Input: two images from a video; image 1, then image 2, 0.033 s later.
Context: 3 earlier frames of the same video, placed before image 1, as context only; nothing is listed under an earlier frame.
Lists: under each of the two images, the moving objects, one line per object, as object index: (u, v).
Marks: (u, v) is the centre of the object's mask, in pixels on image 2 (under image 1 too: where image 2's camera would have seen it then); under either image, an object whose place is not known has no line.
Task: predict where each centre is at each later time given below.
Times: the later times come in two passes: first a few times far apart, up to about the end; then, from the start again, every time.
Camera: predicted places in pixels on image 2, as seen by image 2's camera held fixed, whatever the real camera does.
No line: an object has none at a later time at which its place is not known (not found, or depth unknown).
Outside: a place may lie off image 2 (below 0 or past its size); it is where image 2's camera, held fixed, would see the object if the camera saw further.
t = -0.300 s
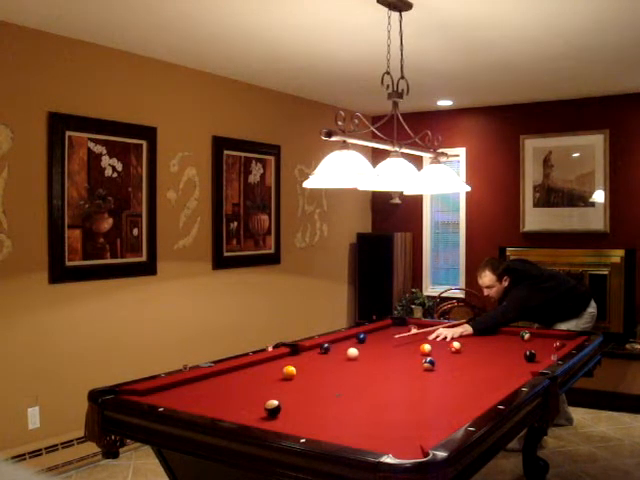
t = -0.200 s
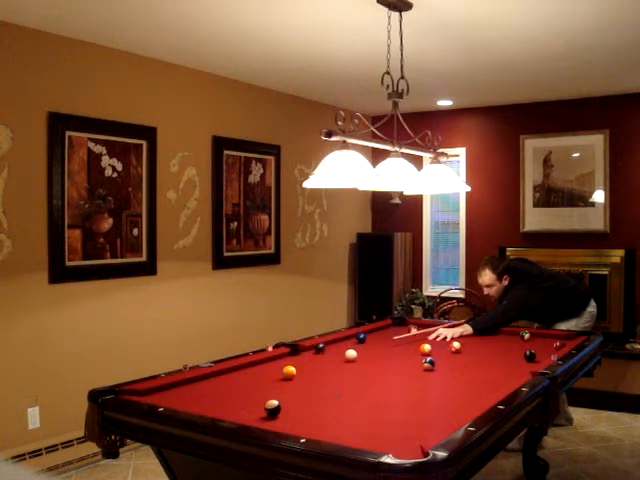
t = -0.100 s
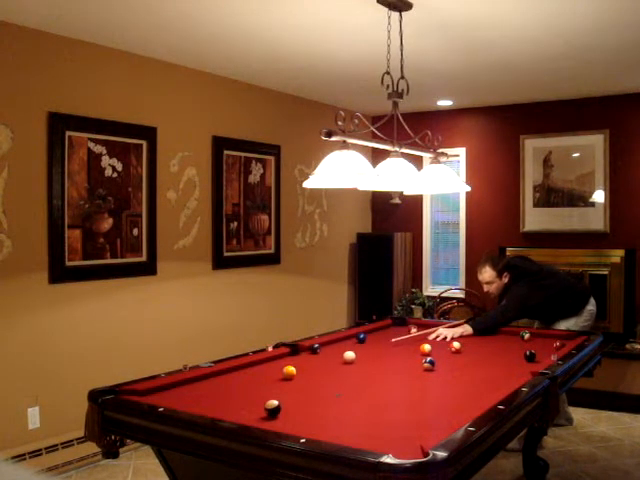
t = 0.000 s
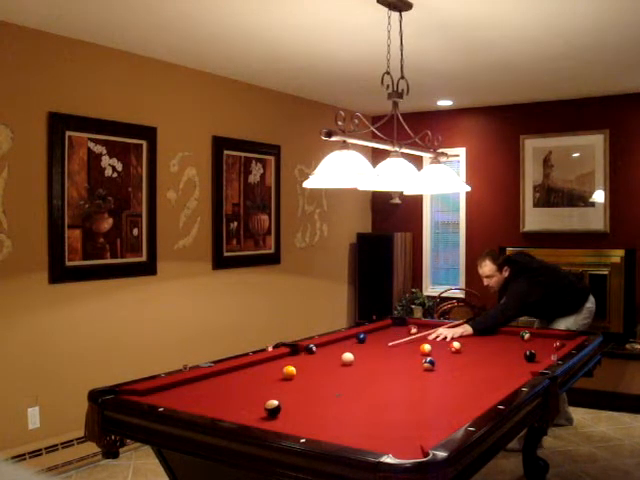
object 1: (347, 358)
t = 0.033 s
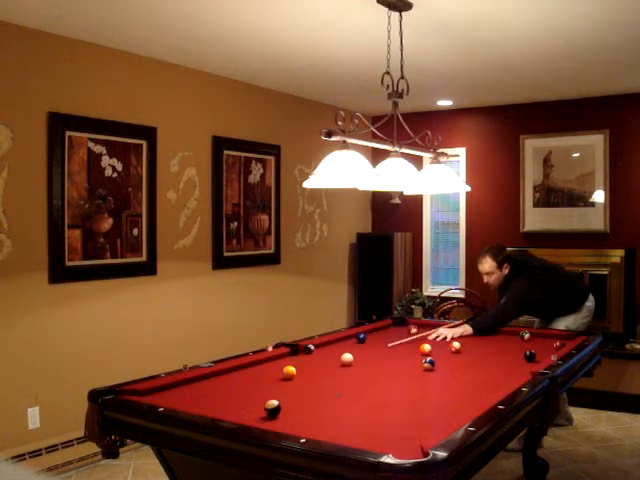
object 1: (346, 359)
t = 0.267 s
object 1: (342, 363)
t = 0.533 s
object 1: (338, 367)
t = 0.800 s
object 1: (334, 371)
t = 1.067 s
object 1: (329, 375)
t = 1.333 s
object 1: (326, 379)
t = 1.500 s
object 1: (322, 382)
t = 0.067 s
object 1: (346, 359)
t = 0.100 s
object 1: (345, 360)
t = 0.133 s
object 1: (345, 361)
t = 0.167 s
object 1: (344, 361)
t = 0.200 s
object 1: (344, 362)
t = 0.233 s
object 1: (343, 362)
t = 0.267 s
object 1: (342, 363)
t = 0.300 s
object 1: (342, 363)
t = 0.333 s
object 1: (342, 364)
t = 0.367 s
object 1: (341, 364)
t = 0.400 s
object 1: (340, 365)
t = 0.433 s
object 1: (340, 365)
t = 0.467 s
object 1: (339, 366)
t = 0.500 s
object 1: (339, 366)
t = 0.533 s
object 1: (338, 367)
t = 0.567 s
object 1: (338, 367)
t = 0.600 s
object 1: (337, 368)
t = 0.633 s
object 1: (337, 369)
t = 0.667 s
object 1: (336, 369)
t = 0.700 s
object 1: (335, 370)
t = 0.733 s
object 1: (335, 370)
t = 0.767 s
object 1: (334, 371)
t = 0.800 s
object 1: (334, 371)
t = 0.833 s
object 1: (333, 372)
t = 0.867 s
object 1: (333, 372)
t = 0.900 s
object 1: (332, 373)
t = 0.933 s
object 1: (331, 373)
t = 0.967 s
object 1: (331, 374)
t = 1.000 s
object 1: (330, 374)
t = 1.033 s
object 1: (330, 375)
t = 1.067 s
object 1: (329, 375)
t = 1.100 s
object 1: (329, 375)
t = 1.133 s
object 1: (329, 376)
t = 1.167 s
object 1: (328, 376)
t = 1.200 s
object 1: (328, 377)
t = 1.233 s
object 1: (327, 378)
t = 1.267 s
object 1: (326, 378)
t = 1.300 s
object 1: (326, 379)
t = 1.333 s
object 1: (326, 379)
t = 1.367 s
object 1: (325, 380)
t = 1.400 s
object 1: (324, 380)
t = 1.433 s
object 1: (324, 381)
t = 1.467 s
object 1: (323, 381)
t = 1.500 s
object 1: (322, 382)
